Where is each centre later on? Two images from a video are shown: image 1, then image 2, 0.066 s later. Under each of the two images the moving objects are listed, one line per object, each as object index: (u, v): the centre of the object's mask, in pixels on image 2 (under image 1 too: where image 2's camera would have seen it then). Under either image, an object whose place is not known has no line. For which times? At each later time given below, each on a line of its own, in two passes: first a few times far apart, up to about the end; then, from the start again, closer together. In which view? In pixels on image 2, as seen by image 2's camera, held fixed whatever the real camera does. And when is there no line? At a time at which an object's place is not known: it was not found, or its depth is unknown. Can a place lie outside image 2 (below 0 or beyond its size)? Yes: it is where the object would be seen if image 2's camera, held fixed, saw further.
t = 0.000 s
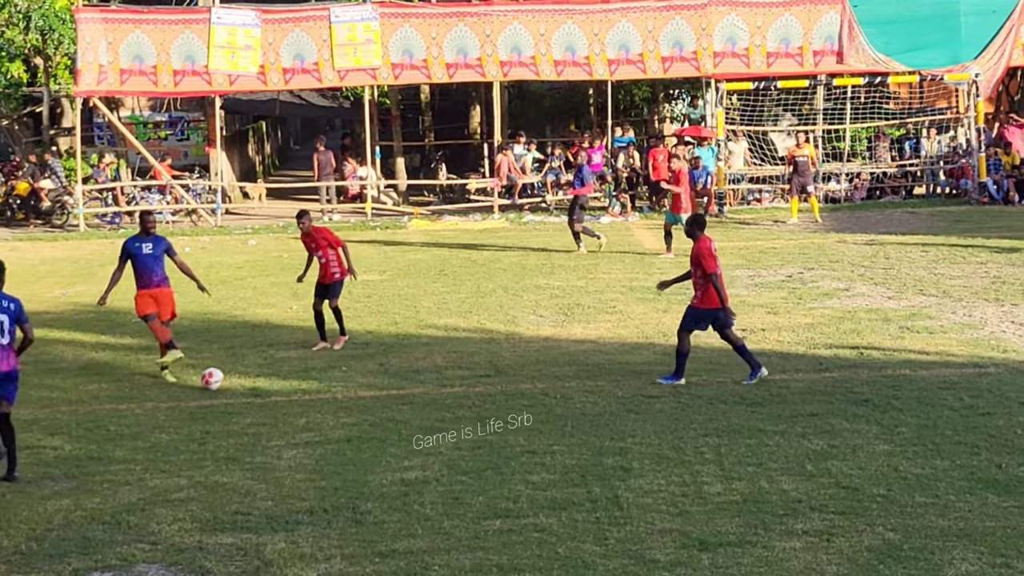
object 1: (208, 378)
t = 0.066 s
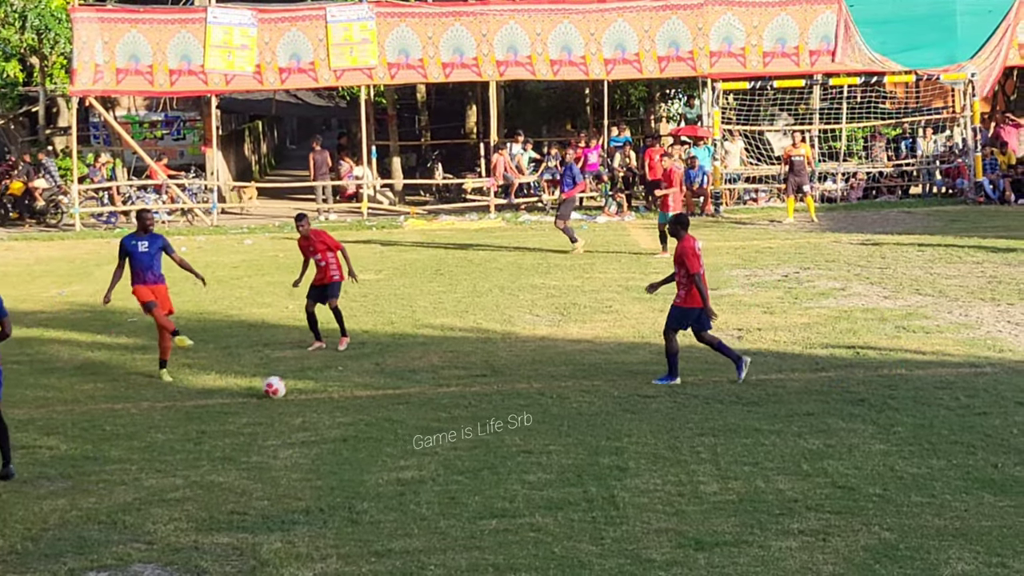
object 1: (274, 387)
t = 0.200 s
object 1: (413, 403)
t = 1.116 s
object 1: (1327, 474)
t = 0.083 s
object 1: (291, 390)
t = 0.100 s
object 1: (308, 392)
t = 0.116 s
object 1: (325, 394)
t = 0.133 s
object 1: (340, 396)
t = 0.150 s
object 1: (358, 398)
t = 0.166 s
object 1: (375, 399)
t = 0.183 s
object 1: (394, 401)
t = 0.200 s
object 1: (413, 403)
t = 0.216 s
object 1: (432, 404)
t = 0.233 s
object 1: (451, 406)
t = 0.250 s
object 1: (469, 408)
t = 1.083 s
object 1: (1294, 472)
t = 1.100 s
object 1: (1310, 473)
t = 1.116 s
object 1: (1327, 474)
